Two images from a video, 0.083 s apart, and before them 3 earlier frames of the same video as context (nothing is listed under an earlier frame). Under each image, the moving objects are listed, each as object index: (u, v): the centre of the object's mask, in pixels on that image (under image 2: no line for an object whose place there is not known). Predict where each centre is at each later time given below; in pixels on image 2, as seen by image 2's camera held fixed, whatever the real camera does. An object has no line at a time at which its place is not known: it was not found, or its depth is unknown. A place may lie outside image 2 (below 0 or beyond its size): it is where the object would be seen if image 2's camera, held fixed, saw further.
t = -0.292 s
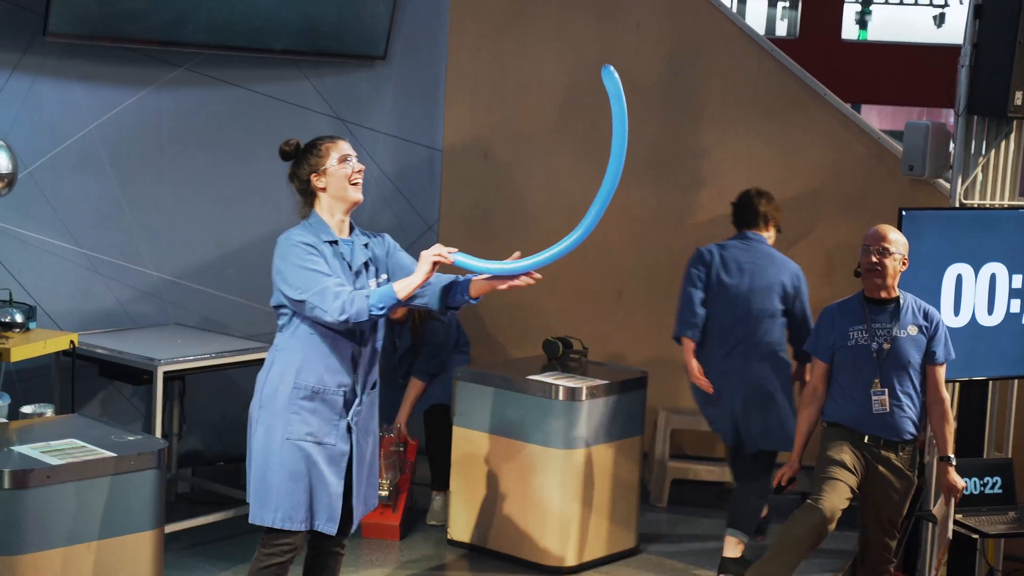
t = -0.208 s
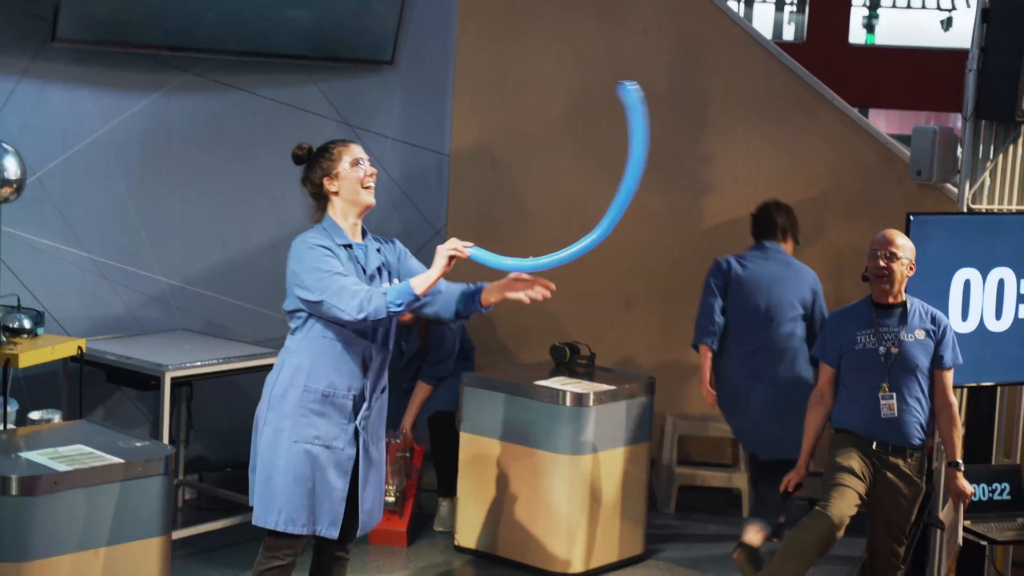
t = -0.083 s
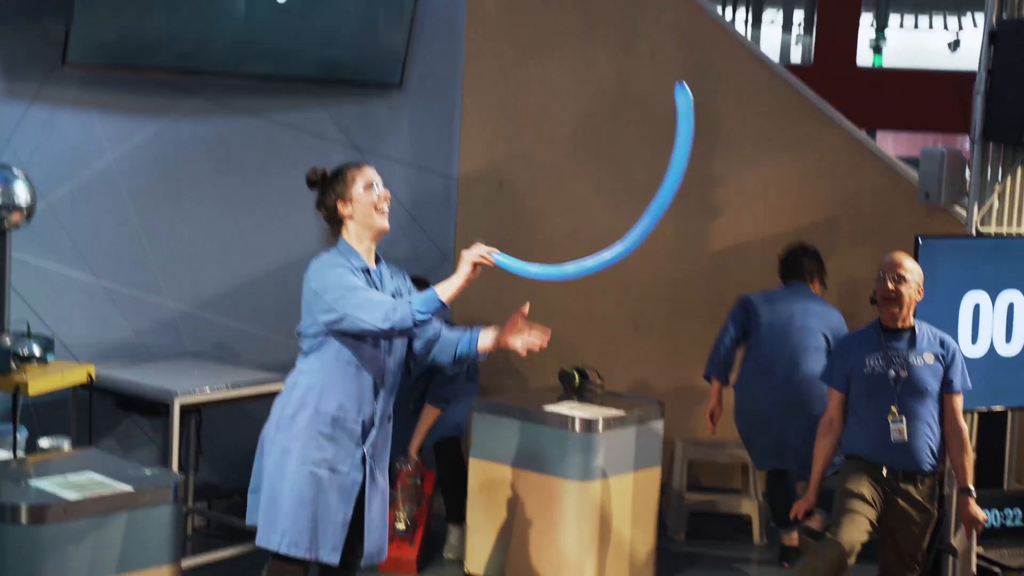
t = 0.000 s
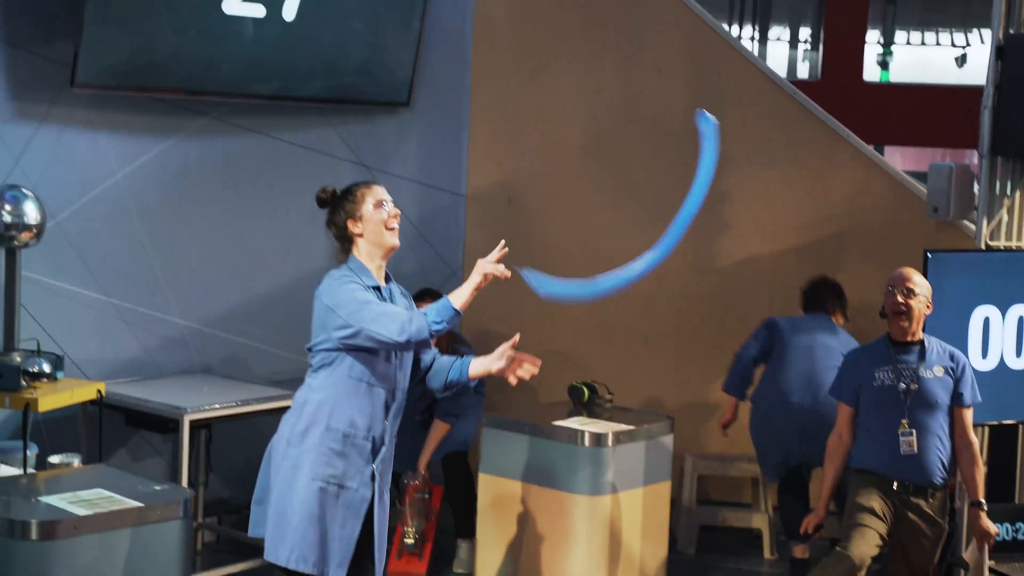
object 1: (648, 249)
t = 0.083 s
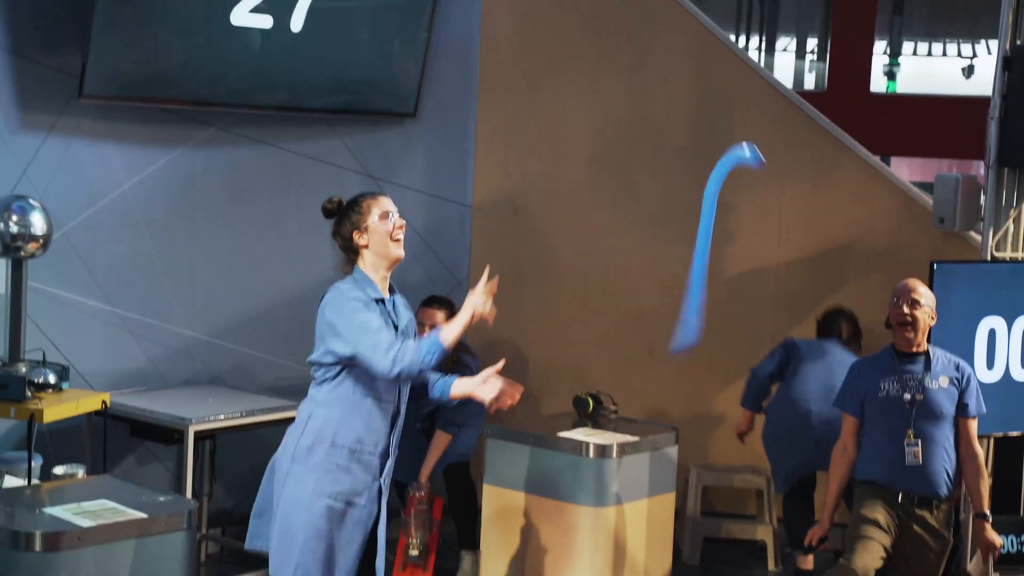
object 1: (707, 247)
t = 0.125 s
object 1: (716, 225)
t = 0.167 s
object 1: (745, 198)
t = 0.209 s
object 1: (745, 204)
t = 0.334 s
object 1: (757, 267)
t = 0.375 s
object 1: (792, 286)
